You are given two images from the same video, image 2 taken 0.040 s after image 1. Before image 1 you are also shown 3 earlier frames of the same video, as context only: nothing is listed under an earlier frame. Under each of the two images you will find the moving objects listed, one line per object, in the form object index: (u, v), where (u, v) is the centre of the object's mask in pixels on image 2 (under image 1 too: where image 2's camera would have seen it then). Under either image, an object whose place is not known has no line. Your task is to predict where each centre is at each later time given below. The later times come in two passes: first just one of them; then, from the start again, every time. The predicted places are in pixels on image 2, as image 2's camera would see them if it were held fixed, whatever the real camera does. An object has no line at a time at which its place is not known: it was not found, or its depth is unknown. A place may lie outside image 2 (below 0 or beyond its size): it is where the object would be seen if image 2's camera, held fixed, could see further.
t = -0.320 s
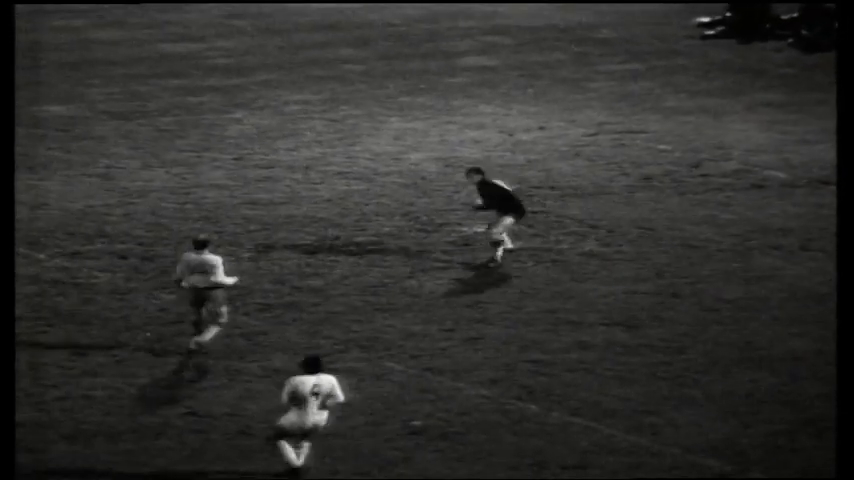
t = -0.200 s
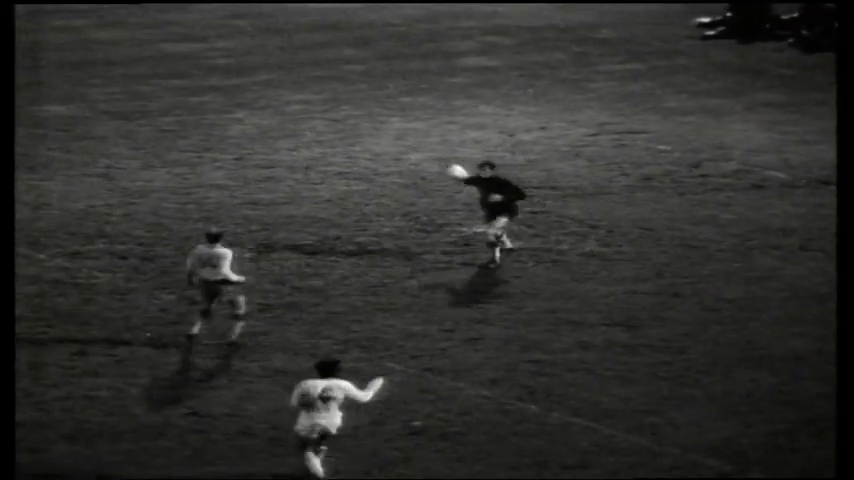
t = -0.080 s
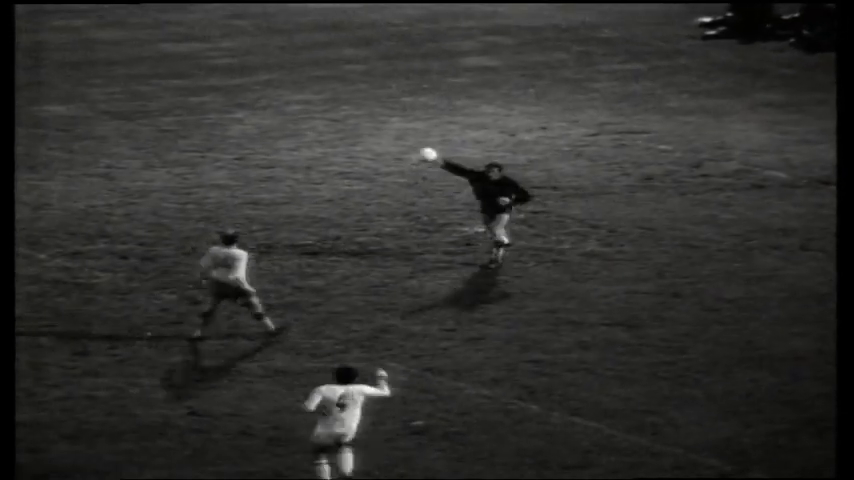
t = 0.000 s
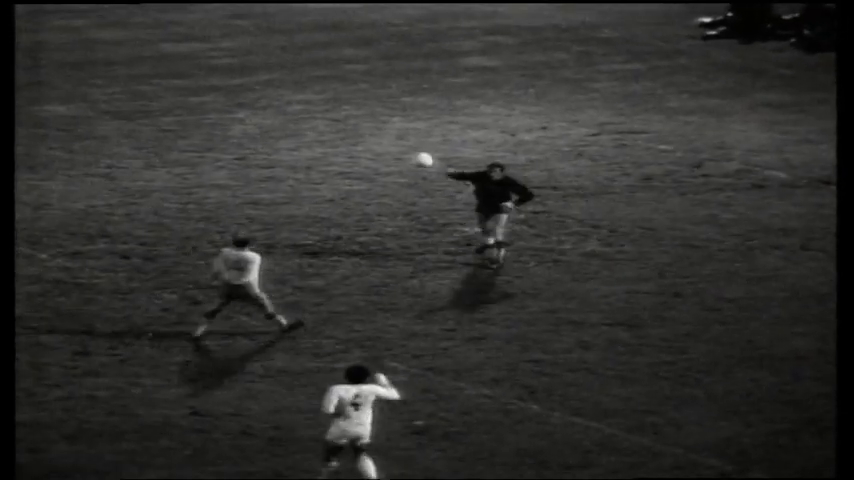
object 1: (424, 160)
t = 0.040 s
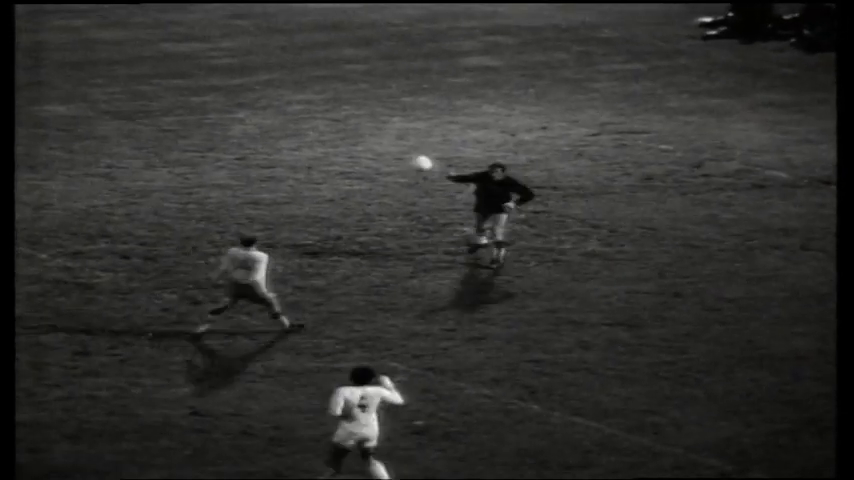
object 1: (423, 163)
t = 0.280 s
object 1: (402, 203)
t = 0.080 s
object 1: (419, 168)
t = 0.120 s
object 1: (418, 173)
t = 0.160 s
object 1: (414, 179)
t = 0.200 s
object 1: (412, 186)
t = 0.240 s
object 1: (407, 194)
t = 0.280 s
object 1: (402, 203)
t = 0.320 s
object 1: (399, 212)
